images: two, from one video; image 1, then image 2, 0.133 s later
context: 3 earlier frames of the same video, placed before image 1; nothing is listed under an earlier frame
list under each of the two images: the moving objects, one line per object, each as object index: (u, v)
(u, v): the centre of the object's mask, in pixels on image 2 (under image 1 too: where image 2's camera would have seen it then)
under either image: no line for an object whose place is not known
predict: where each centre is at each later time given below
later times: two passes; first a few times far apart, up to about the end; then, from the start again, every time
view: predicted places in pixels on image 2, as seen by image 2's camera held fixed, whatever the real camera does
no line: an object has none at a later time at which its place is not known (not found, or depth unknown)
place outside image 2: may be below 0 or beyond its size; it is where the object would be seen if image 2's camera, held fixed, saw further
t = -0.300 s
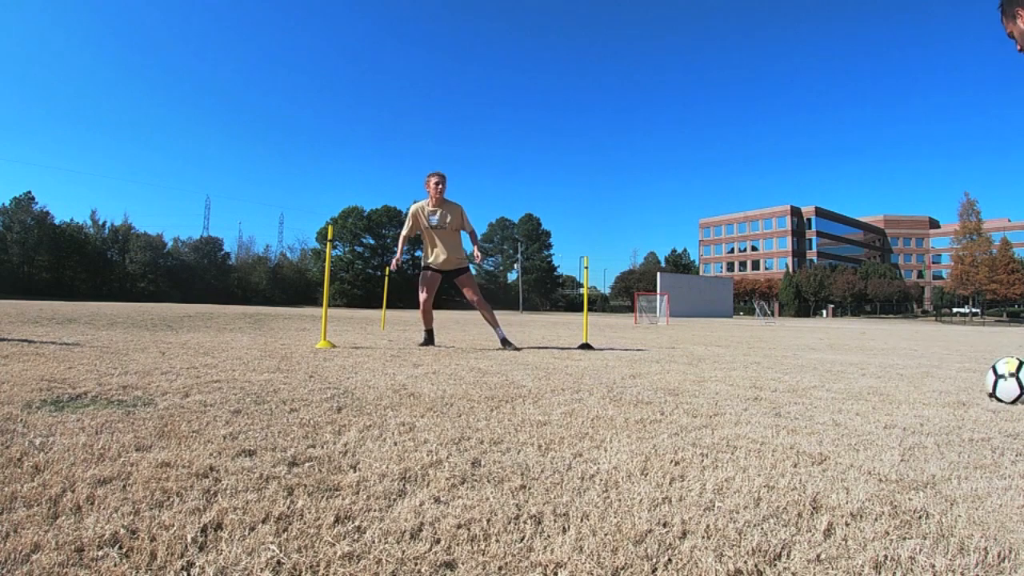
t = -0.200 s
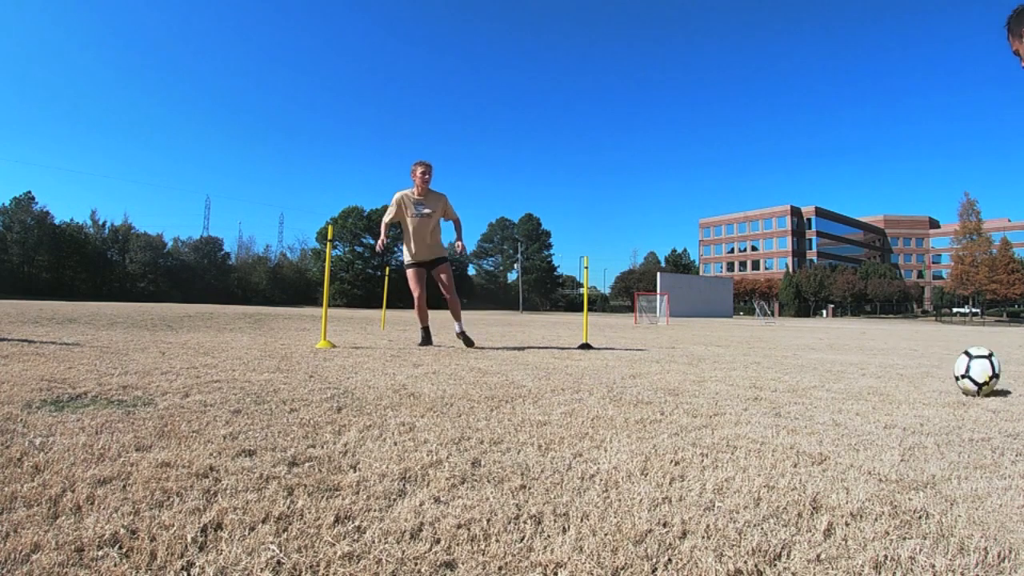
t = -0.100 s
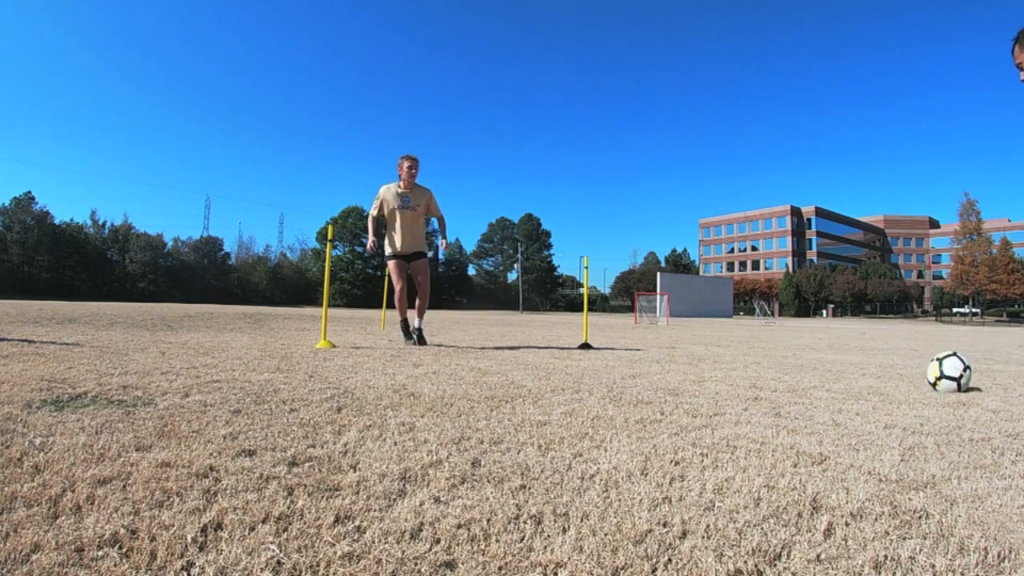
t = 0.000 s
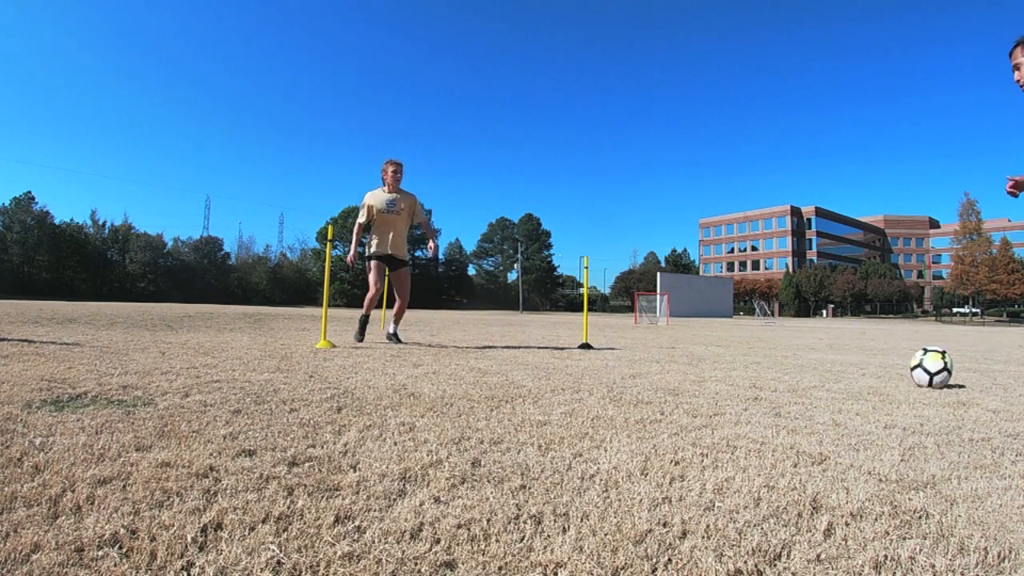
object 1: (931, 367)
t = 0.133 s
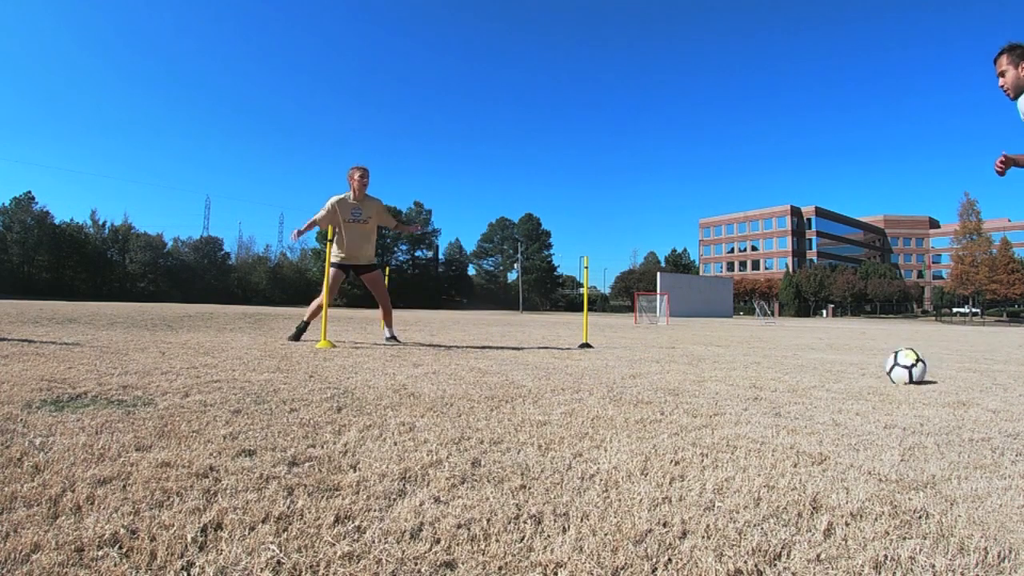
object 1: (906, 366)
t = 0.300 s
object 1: (886, 365)
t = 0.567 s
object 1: (866, 362)
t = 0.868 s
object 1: (847, 358)
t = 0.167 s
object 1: (902, 365)
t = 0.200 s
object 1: (898, 365)
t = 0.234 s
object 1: (894, 365)
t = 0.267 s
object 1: (890, 364)
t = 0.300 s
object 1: (886, 365)
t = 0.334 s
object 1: (883, 364)
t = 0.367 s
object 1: (881, 364)
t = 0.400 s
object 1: (878, 363)
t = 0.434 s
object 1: (876, 363)
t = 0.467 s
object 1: (873, 363)
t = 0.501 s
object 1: (870, 362)
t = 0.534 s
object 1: (868, 362)
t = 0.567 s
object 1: (866, 362)
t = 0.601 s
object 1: (863, 361)
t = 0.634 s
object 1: (860, 361)
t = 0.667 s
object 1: (858, 361)
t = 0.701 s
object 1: (856, 360)
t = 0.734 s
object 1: (854, 360)
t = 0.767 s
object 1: (852, 359)
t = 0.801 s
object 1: (851, 358)
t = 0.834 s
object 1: (849, 358)
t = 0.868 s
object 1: (847, 358)
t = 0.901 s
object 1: (846, 357)
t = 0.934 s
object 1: (845, 358)
